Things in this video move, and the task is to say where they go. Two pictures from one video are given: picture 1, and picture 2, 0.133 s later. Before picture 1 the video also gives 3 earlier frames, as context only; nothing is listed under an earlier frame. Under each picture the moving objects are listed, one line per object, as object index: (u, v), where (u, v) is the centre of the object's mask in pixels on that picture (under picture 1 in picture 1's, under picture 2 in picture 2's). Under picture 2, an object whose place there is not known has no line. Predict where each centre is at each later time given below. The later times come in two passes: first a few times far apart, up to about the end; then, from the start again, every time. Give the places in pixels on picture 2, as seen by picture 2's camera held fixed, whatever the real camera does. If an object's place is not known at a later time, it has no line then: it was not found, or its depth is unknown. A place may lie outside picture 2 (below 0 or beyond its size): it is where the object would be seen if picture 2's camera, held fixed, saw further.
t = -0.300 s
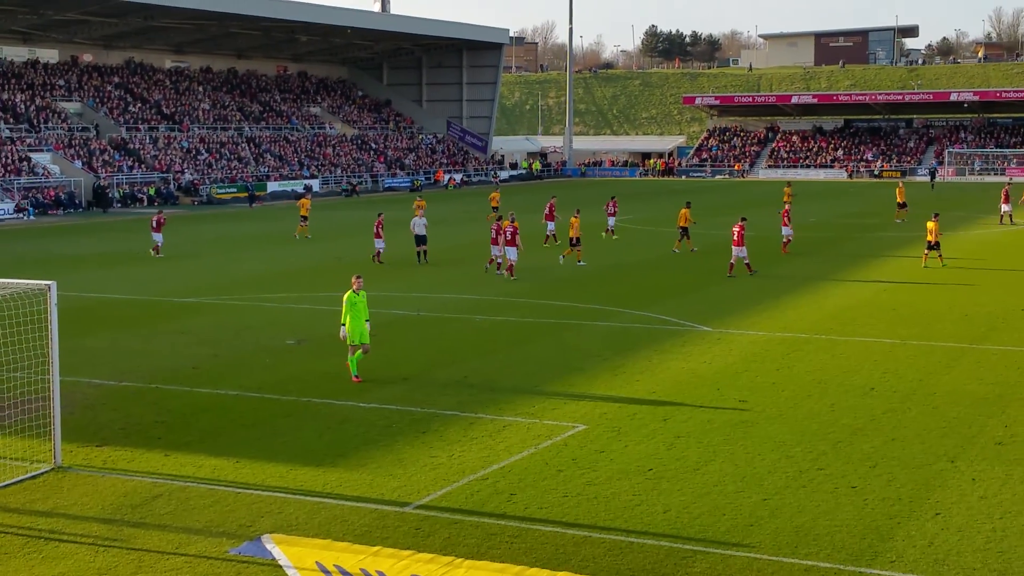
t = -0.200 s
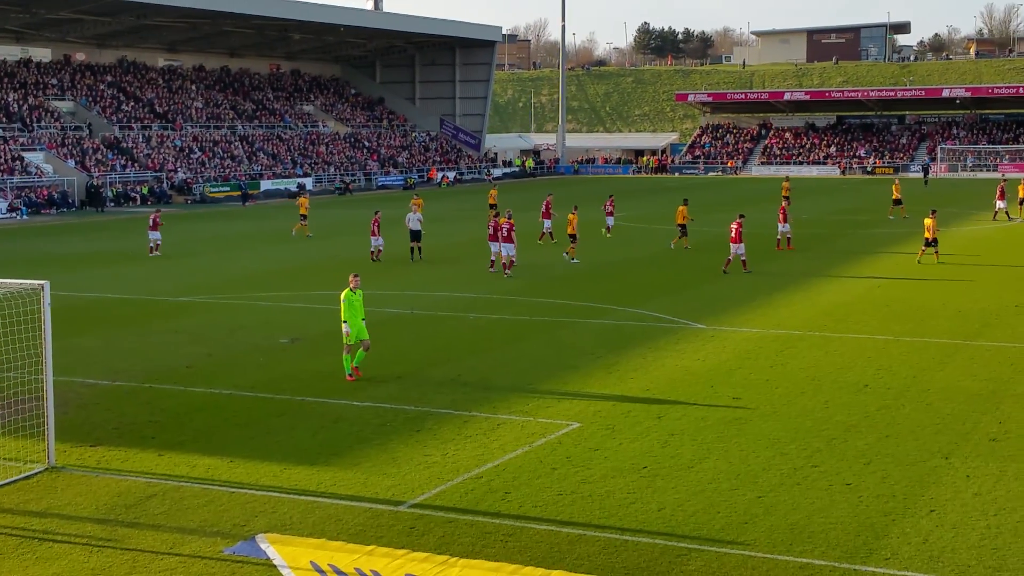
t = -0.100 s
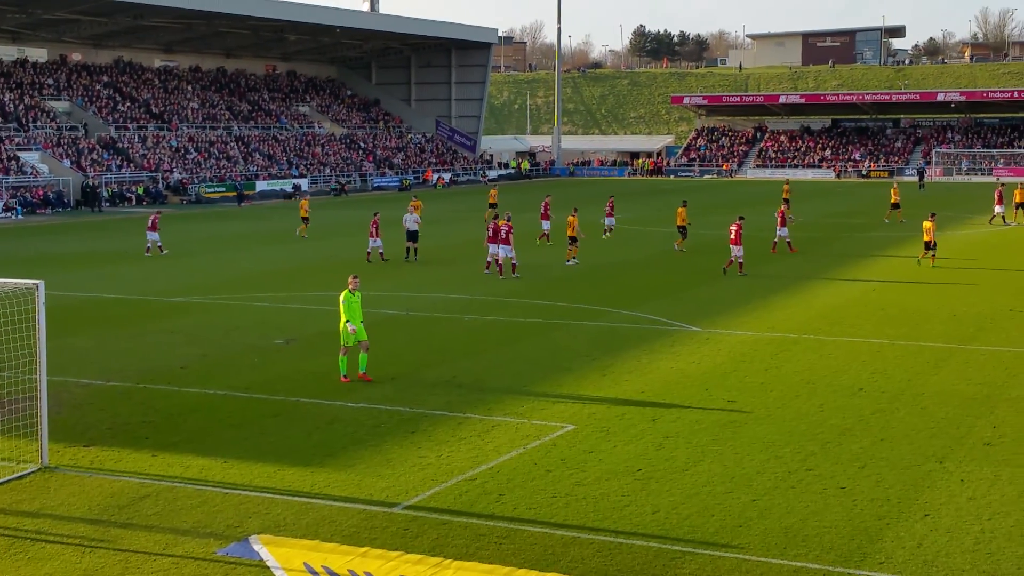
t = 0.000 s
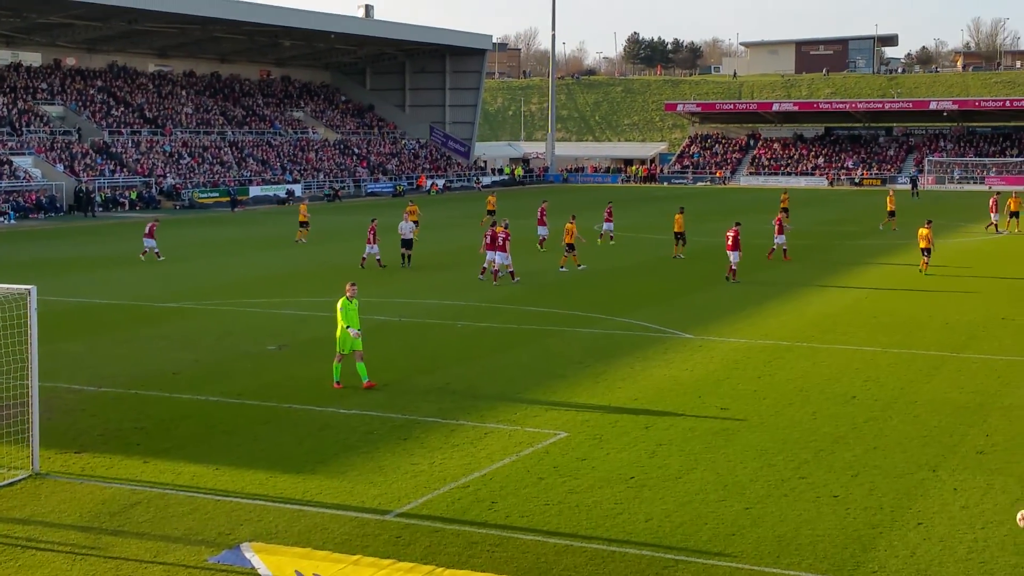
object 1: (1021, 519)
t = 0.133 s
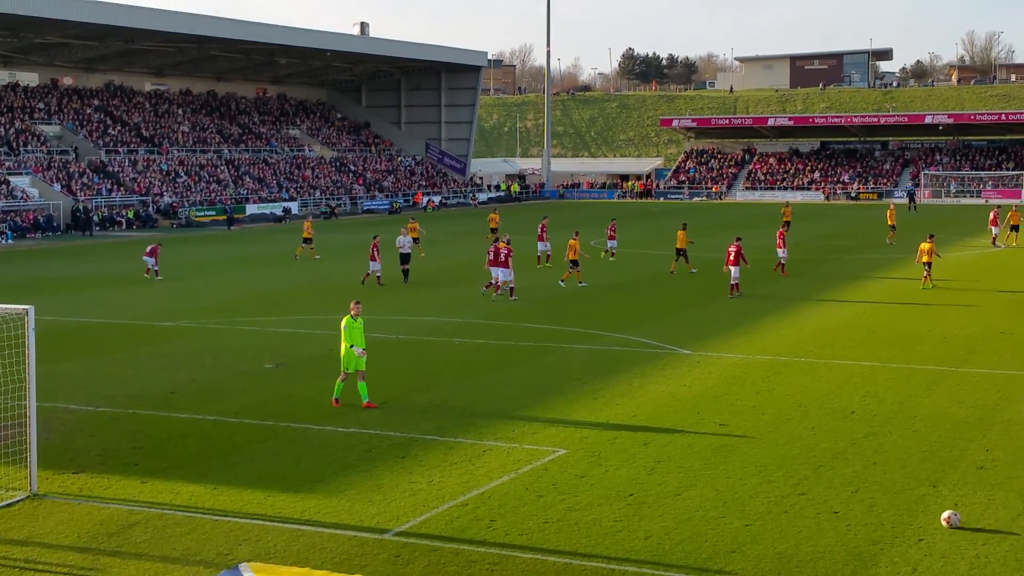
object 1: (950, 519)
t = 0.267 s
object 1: (878, 505)
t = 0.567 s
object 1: (742, 474)
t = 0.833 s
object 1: (647, 456)
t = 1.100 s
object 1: (565, 442)
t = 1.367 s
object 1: (496, 428)
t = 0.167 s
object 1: (932, 514)
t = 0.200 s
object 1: (913, 511)
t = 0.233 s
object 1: (896, 508)
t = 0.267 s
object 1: (878, 505)
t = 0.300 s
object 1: (861, 501)
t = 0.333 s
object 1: (846, 497)
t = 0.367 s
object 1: (830, 493)
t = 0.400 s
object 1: (814, 490)
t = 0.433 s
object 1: (799, 485)
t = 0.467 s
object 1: (784, 482)
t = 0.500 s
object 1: (769, 480)
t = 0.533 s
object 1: (756, 477)
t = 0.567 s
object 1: (742, 474)
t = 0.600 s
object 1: (730, 472)
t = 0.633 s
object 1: (717, 469)
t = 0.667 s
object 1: (705, 467)
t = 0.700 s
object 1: (693, 465)
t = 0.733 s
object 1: (681, 462)
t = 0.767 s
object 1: (669, 460)
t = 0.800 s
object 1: (658, 458)
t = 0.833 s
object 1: (647, 456)
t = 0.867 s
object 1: (636, 454)
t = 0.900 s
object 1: (626, 453)
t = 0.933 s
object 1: (615, 452)
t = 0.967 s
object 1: (605, 449)
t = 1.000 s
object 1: (595, 447)
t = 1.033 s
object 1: (585, 446)
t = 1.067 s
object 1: (575, 444)
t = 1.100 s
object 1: (565, 442)
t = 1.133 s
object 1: (557, 440)
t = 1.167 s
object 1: (547, 439)
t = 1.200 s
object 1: (538, 438)
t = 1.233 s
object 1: (529, 436)
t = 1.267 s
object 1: (521, 433)
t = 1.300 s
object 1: (512, 431)
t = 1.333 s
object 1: (504, 430)
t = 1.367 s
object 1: (496, 428)
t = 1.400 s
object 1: (488, 427)
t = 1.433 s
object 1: (480, 426)
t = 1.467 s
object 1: (472, 424)
